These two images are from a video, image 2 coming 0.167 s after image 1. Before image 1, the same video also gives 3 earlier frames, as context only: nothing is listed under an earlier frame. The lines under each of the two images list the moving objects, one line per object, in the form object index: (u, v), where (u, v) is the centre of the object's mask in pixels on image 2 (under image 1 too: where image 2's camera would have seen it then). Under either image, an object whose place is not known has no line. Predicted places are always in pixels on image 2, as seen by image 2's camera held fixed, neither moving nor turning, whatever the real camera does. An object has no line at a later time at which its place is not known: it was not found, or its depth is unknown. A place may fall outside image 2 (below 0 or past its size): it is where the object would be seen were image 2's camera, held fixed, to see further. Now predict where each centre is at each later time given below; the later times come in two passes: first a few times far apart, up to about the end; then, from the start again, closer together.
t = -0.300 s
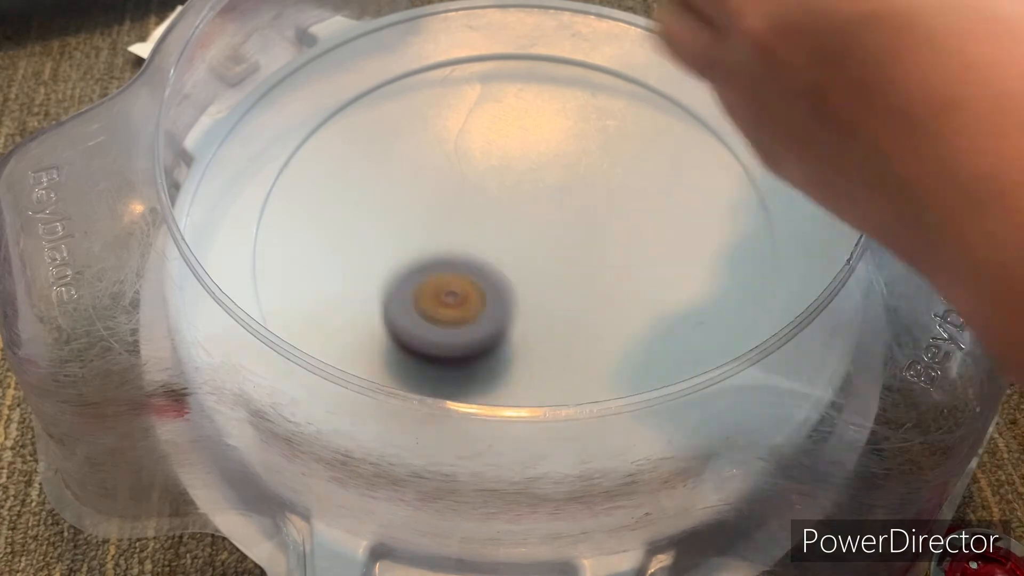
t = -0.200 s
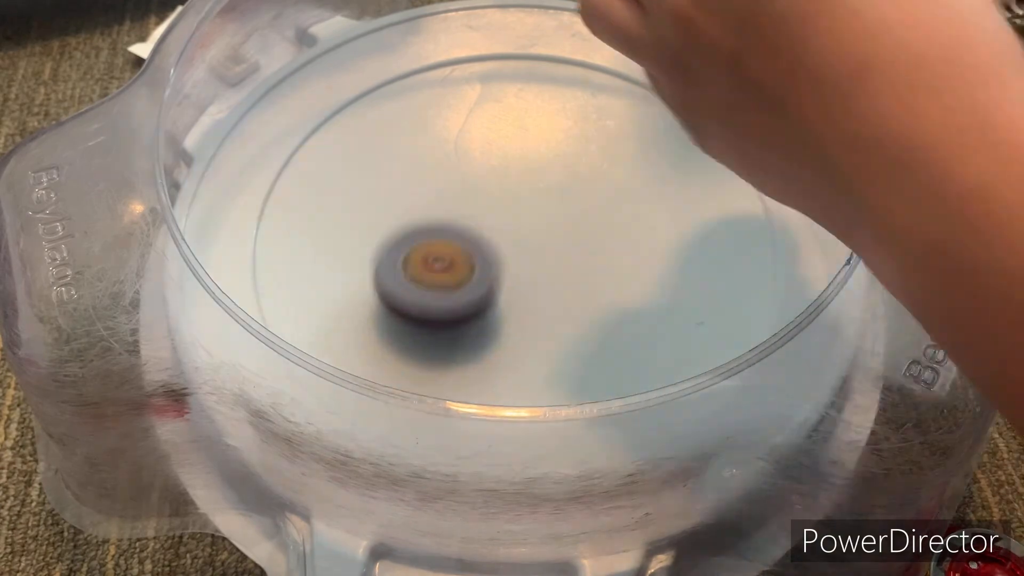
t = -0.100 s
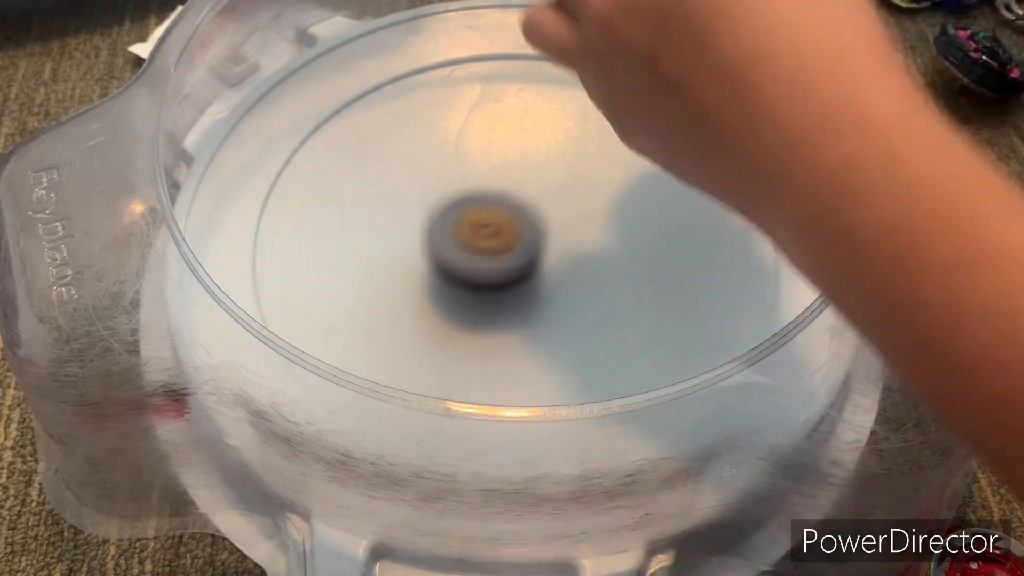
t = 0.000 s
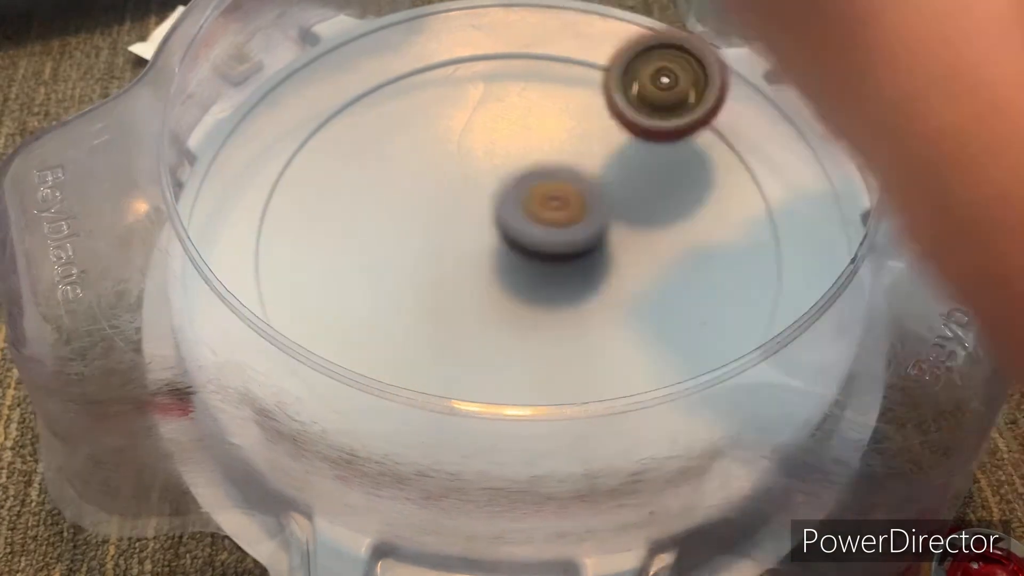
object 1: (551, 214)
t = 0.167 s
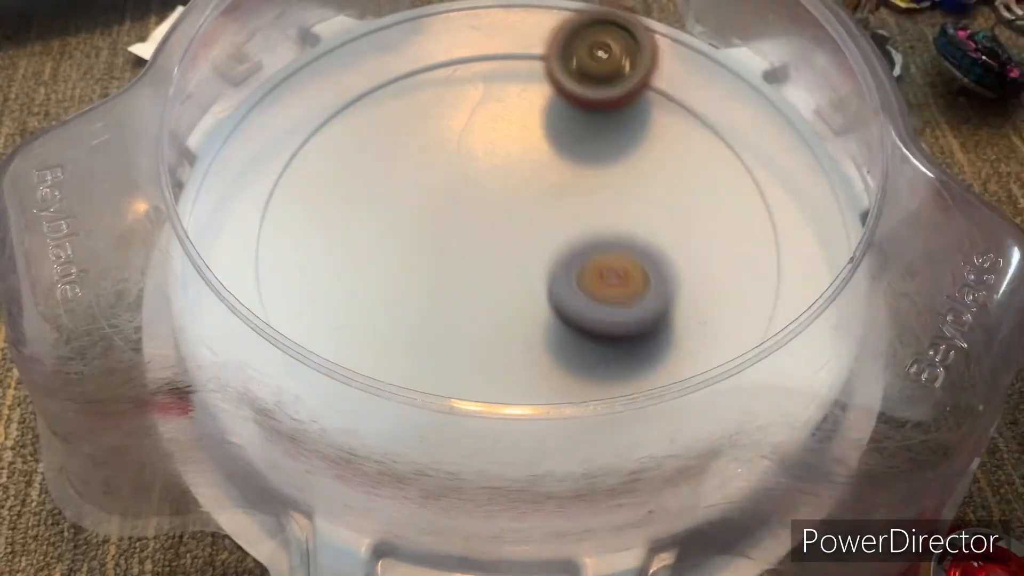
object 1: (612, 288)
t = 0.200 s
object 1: (619, 310)
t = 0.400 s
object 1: (555, 394)
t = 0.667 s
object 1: (392, 453)
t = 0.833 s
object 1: (411, 303)
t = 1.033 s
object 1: (405, 224)
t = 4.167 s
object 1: (618, 294)
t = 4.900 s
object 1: (488, 138)
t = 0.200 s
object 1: (619, 310)
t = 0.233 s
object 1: (622, 334)
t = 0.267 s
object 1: (619, 348)
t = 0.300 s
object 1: (609, 359)
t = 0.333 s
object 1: (599, 381)
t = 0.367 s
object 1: (578, 389)
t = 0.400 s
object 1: (555, 394)
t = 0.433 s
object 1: (527, 392)
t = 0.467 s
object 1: (500, 386)
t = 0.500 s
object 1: (476, 361)
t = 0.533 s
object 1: (444, 424)
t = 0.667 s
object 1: (392, 453)
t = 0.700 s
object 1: (398, 406)
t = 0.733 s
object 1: (395, 386)
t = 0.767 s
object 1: (402, 349)
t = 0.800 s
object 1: (401, 332)
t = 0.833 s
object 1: (411, 303)
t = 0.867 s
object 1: (427, 275)
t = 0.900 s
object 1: (449, 247)
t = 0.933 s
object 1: (475, 222)
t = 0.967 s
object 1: (502, 200)
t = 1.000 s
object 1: (478, 200)
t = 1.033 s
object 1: (405, 224)
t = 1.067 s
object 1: (328, 242)
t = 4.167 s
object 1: (618, 294)
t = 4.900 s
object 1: (488, 138)
